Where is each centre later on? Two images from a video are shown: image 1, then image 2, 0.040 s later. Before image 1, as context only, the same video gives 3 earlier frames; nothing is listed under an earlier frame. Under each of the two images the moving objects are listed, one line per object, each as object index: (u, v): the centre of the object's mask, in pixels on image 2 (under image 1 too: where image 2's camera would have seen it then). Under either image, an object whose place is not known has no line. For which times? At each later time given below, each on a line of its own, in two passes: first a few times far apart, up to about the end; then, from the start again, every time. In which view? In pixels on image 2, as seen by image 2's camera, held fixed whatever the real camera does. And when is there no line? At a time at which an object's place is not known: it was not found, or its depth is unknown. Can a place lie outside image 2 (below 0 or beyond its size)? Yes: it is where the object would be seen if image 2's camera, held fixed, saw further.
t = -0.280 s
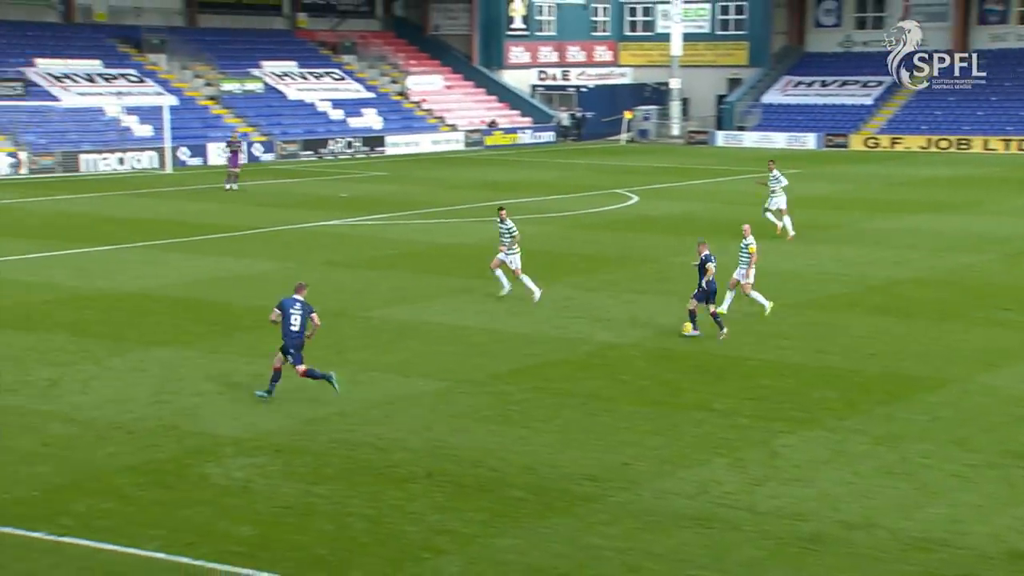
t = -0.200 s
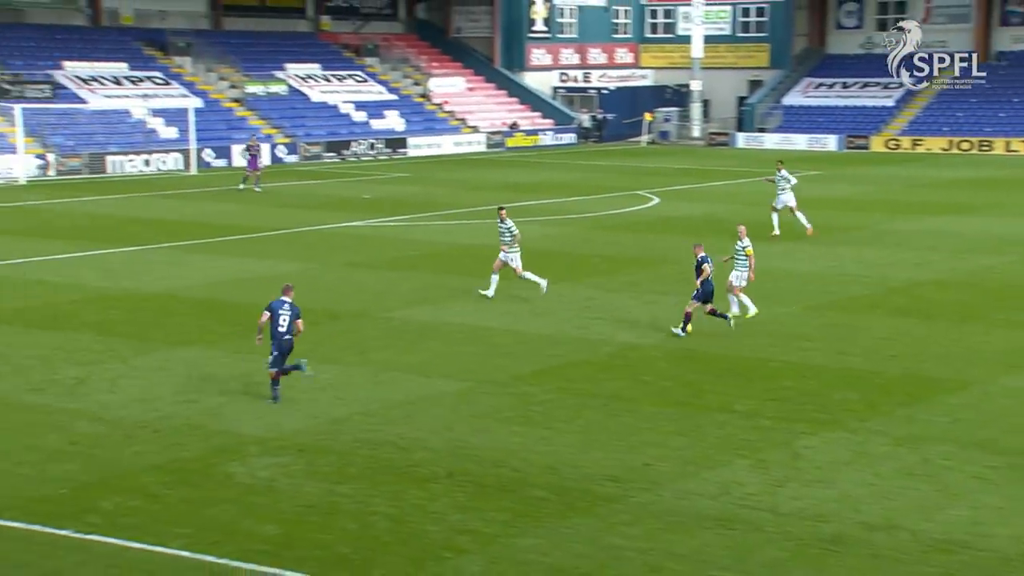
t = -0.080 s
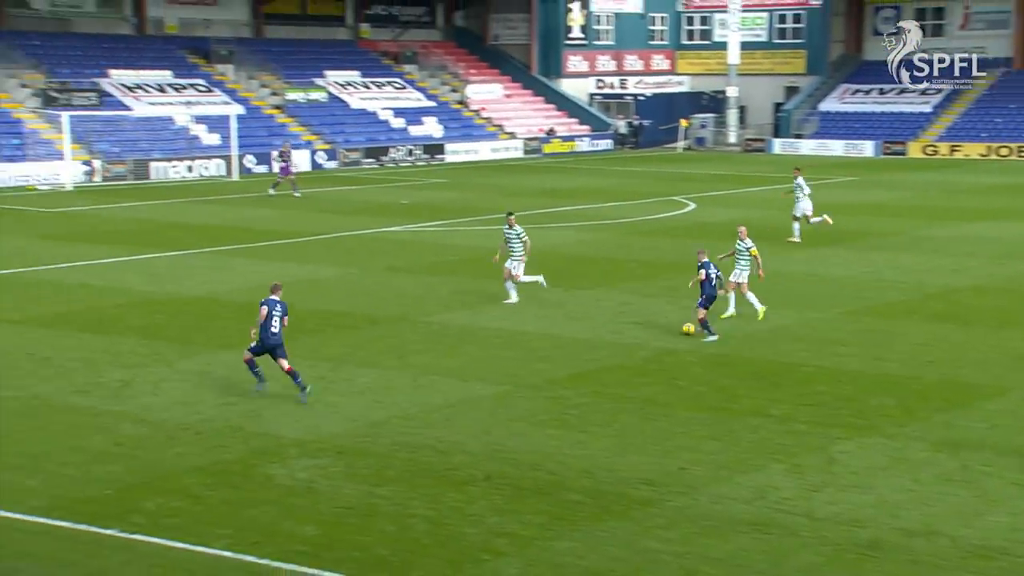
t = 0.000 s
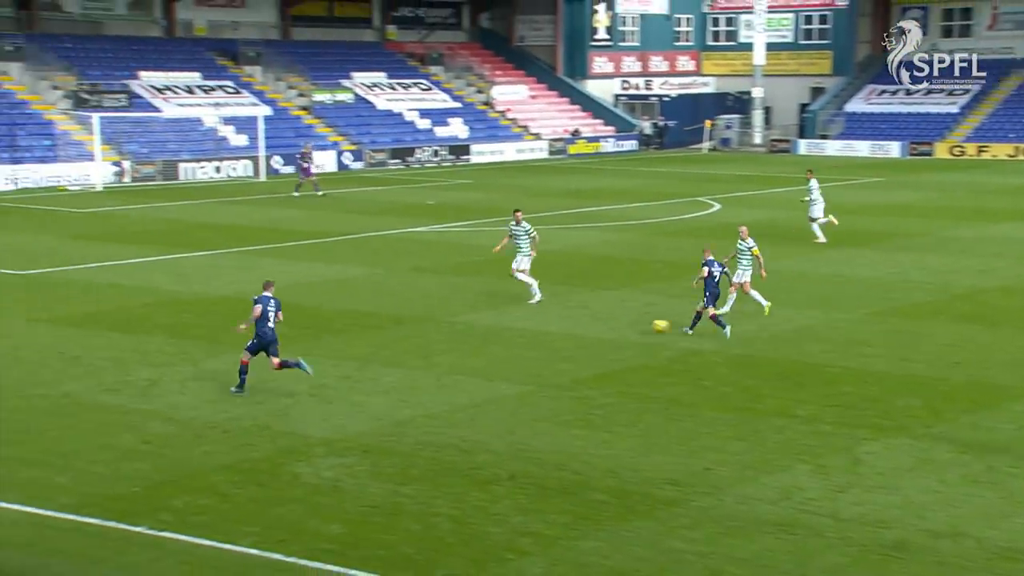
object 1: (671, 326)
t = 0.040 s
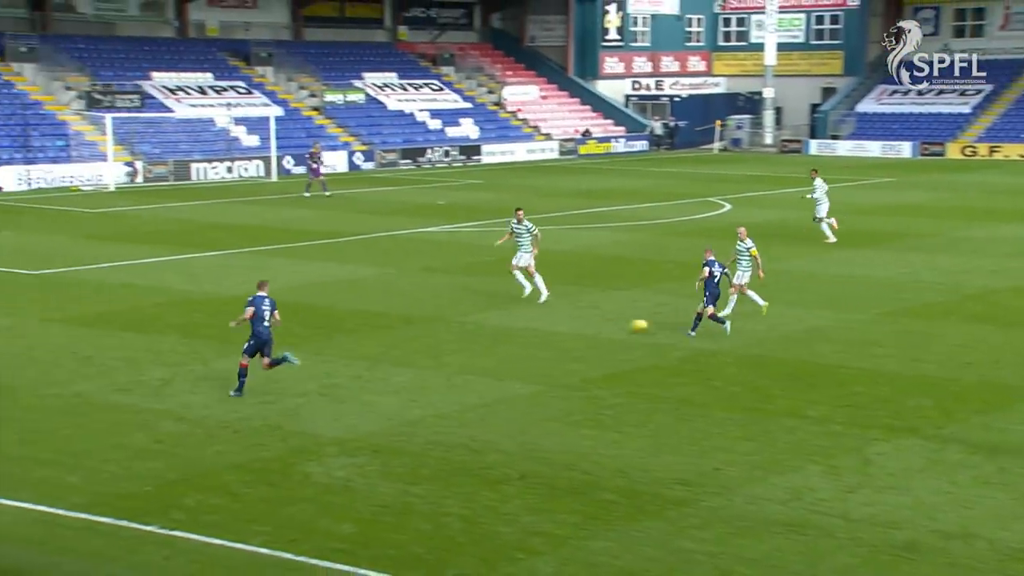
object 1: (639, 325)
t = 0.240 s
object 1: (491, 325)
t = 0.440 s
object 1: (361, 324)
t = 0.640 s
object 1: (244, 324)
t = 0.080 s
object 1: (608, 326)
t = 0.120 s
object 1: (577, 327)
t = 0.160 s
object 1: (547, 327)
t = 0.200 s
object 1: (519, 326)
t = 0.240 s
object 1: (491, 325)
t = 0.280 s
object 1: (464, 325)
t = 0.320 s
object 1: (437, 326)
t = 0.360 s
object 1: (411, 326)
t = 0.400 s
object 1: (385, 325)
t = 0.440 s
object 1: (361, 324)
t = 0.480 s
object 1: (337, 325)
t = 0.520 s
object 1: (312, 326)
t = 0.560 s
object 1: (289, 325)
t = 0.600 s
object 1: (267, 324)
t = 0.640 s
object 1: (244, 324)
